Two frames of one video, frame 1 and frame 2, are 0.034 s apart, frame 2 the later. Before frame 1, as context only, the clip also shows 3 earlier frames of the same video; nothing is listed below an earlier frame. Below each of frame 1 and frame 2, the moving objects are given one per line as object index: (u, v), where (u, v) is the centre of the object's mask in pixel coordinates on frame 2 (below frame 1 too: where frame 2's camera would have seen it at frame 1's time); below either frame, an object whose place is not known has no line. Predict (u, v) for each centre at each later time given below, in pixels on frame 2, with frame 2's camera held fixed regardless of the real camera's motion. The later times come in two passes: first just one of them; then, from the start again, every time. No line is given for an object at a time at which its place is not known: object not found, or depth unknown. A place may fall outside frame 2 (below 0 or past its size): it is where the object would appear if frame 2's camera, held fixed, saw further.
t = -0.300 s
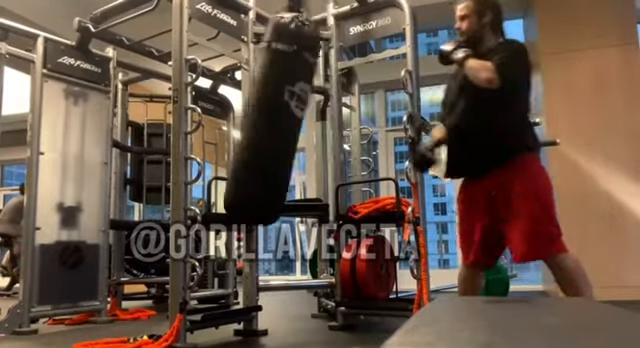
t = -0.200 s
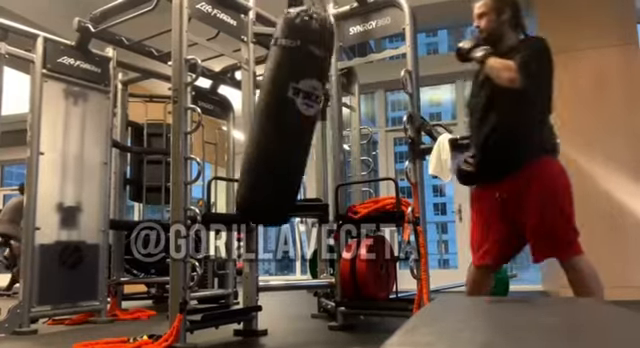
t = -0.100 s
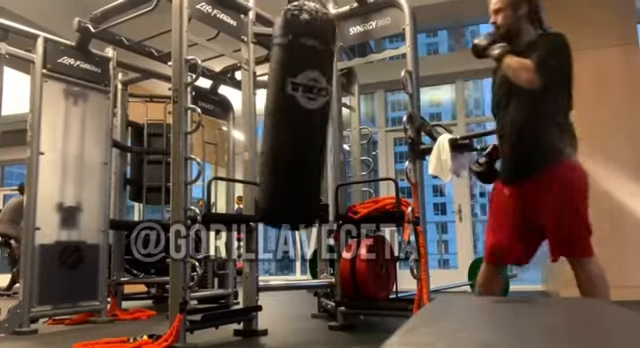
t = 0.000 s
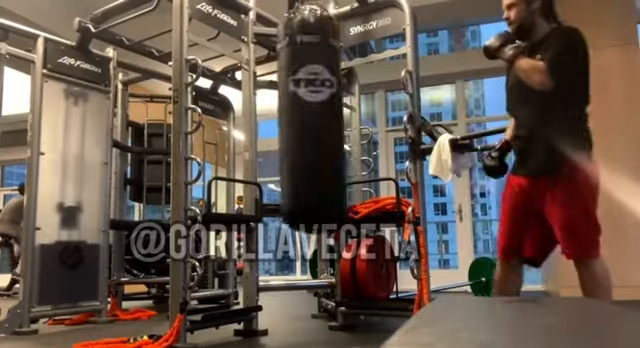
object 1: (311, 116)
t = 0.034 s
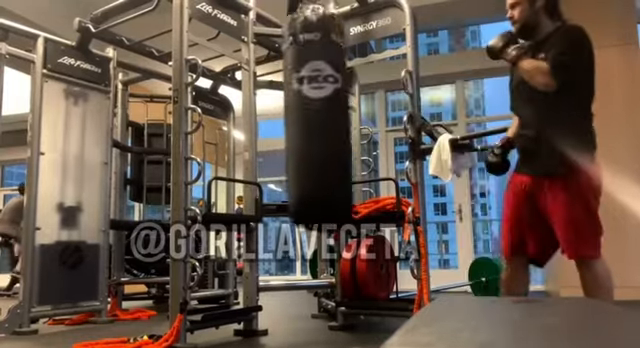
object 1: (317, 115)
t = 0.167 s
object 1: (346, 112)
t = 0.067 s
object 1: (322, 114)
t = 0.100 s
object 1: (329, 115)
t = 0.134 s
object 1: (336, 112)
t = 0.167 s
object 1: (346, 112)
